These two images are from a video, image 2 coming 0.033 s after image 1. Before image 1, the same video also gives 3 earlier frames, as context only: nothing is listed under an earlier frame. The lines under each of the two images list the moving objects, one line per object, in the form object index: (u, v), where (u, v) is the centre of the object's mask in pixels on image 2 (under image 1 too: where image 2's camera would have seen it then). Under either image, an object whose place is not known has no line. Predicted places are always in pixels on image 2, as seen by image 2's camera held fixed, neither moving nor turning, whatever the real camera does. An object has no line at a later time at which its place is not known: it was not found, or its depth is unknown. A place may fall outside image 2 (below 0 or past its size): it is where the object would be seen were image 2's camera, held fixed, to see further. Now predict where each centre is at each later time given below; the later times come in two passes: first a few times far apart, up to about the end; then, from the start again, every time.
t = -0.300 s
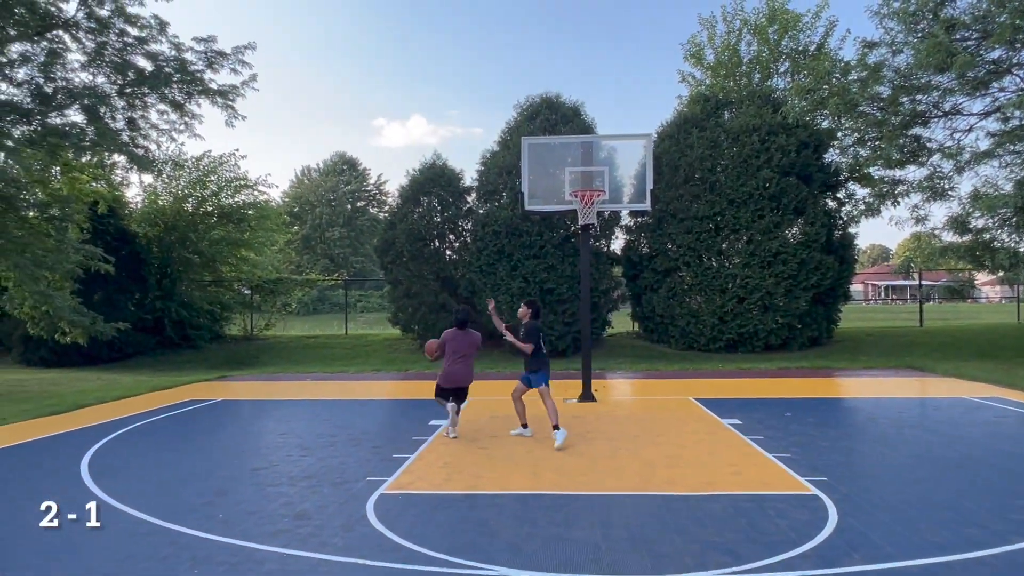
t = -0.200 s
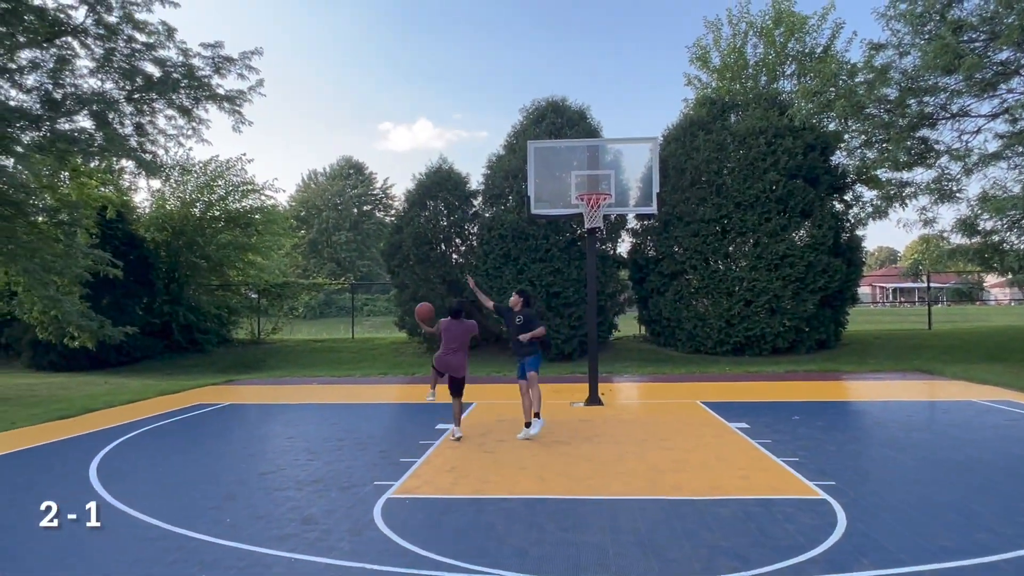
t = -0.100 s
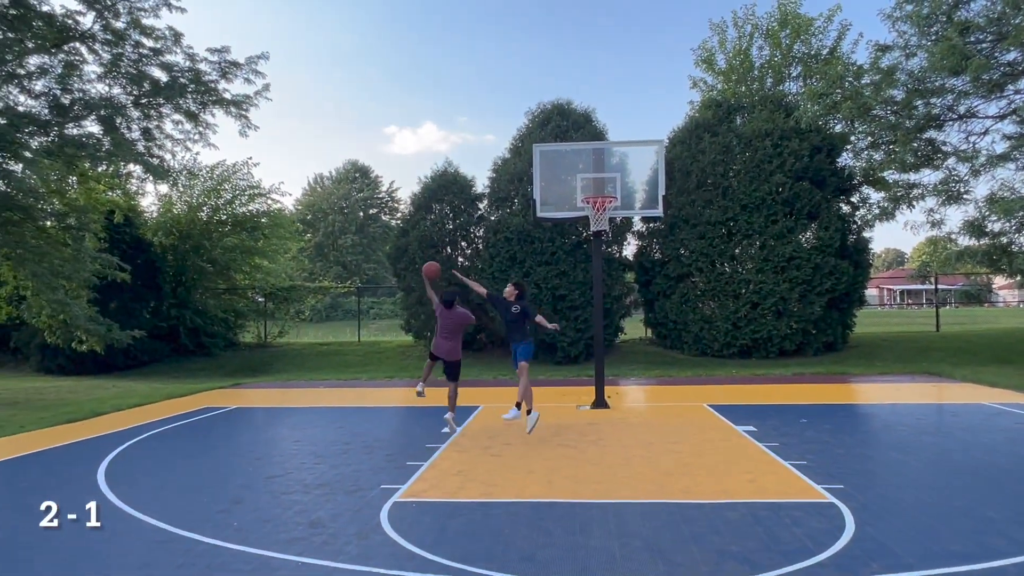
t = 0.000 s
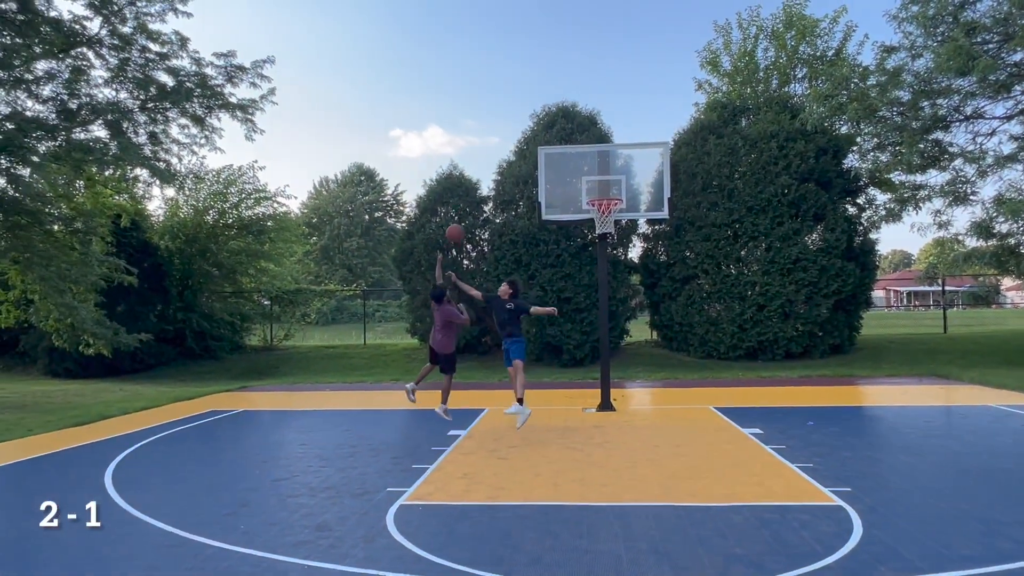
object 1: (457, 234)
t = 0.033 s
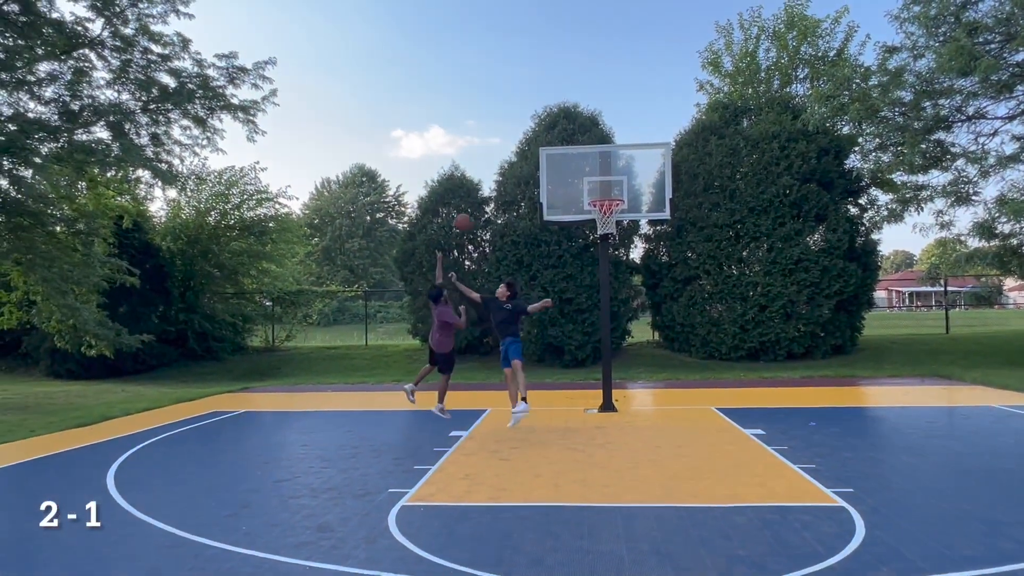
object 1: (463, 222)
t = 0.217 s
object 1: (497, 177)
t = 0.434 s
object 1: (534, 157)
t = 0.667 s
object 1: (560, 165)
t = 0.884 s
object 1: (579, 204)
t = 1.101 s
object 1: (601, 281)
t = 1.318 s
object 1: (624, 398)
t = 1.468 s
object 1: (629, 385)
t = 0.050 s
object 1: (466, 218)
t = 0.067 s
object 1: (469, 212)
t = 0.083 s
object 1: (473, 208)
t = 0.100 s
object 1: (475, 203)
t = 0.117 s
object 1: (478, 198)
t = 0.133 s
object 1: (482, 195)
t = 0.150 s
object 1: (484, 191)
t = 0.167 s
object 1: (488, 187)
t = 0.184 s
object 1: (490, 184)
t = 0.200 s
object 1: (494, 181)
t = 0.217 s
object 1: (497, 177)
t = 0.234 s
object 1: (500, 174)
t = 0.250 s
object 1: (503, 172)
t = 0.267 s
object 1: (505, 170)
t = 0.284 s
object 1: (508, 168)
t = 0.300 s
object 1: (511, 165)
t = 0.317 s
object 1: (515, 163)
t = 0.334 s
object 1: (518, 162)
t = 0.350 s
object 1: (520, 160)
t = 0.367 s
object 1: (523, 159)
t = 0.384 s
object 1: (525, 158)
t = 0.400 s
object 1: (529, 158)
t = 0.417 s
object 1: (531, 157)
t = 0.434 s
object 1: (534, 157)
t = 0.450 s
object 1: (536, 157)
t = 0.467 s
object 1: (539, 157)
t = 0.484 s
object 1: (543, 157)
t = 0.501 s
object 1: (545, 158)
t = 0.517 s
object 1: (547, 158)
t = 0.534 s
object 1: (549, 158)
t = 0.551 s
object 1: (550, 158)
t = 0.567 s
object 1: (552, 159)
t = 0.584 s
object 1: (553, 159)
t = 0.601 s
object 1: (554, 160)
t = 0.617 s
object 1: (555, 161)
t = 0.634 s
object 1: (557, 162)
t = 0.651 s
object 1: (559, 164)
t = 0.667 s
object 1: (560, 165)
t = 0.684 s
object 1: (561, 167)
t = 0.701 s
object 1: (563, 169)
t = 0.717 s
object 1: (564, 171)
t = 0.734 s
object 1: (565, 174)
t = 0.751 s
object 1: (567, 176)
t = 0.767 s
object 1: (568, 179)
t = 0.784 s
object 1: (570, 182)
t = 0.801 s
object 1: (571, 185)
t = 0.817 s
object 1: (573, 188)
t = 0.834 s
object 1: (574, 192)
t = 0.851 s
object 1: (576, 196)
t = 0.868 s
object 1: (577, 200)
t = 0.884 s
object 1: (579, 204)
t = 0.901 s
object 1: (581, 208)
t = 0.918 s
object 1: (583, 213)
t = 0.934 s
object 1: (584, 218)
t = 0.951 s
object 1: (586, 224)
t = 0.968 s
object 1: (587, 229)
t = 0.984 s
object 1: (589, 234)
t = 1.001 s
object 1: (590, 240)
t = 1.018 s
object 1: (592, 246)
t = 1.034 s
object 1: (594, 253)
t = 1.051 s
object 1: (595, 259)
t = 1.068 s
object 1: (597, 266)
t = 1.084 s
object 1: (599, 273)
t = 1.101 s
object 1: (601, 281)
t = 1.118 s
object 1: (603, 288)
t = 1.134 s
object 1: (604, 296)
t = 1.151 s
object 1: (606, 304)
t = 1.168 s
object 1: (608, 313)
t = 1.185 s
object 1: (610, 321)
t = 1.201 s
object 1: (611, 330)
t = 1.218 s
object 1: (613, 339)
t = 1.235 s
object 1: (615, 348)
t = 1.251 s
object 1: (617, 358)
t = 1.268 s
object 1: (619, 367)
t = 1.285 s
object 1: (621, 377)
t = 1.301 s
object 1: (623, 387)
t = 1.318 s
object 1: (624, 398)
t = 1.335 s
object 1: (626, 409)
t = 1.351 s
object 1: (628, 420)
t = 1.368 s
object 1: (630, 431)
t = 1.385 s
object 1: (630, 425)
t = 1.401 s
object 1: (630, 416)
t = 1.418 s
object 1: (630, 408)
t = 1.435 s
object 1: (630, 401)
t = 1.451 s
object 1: (630, 393)
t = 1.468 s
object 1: (629, 385)
